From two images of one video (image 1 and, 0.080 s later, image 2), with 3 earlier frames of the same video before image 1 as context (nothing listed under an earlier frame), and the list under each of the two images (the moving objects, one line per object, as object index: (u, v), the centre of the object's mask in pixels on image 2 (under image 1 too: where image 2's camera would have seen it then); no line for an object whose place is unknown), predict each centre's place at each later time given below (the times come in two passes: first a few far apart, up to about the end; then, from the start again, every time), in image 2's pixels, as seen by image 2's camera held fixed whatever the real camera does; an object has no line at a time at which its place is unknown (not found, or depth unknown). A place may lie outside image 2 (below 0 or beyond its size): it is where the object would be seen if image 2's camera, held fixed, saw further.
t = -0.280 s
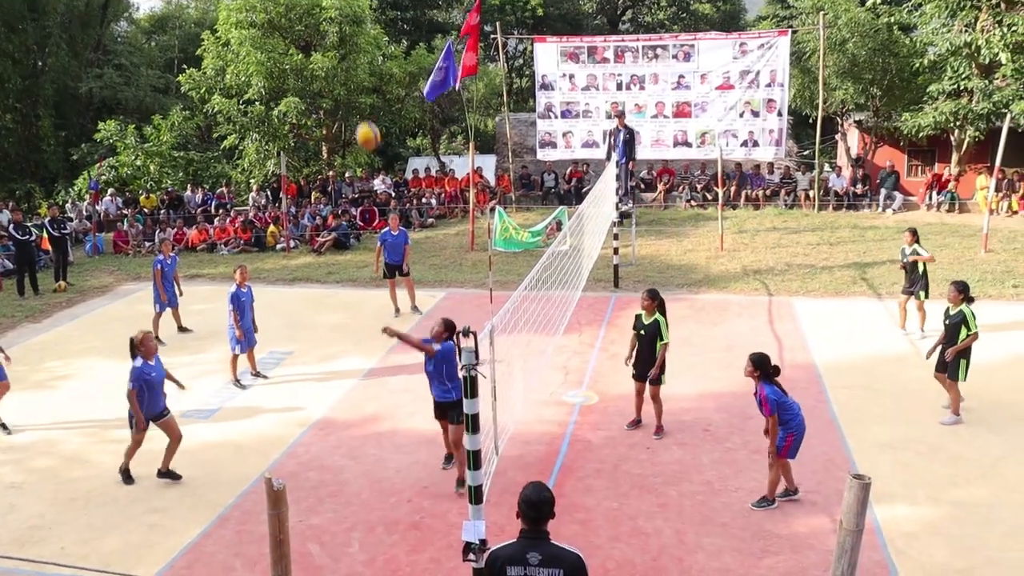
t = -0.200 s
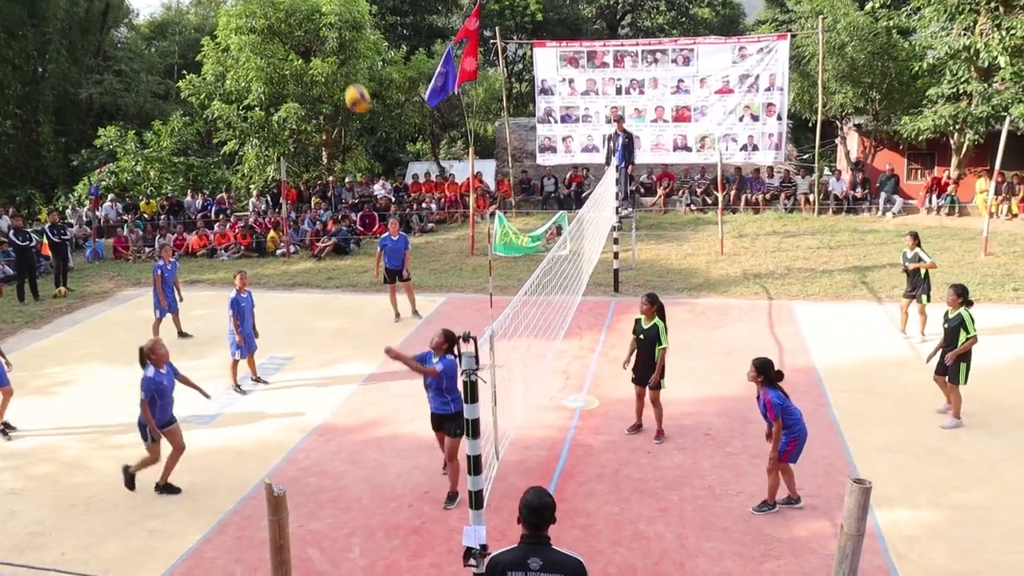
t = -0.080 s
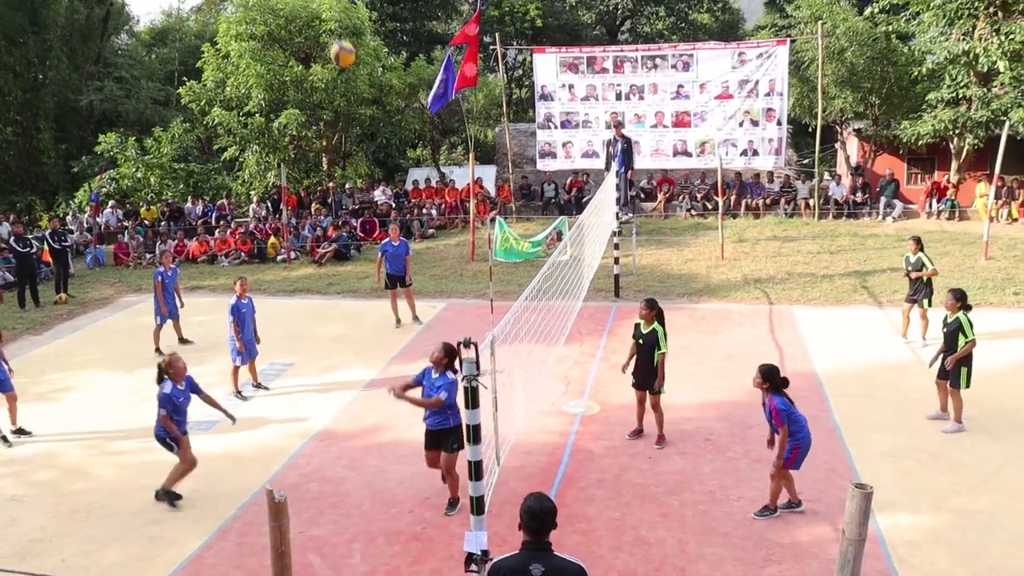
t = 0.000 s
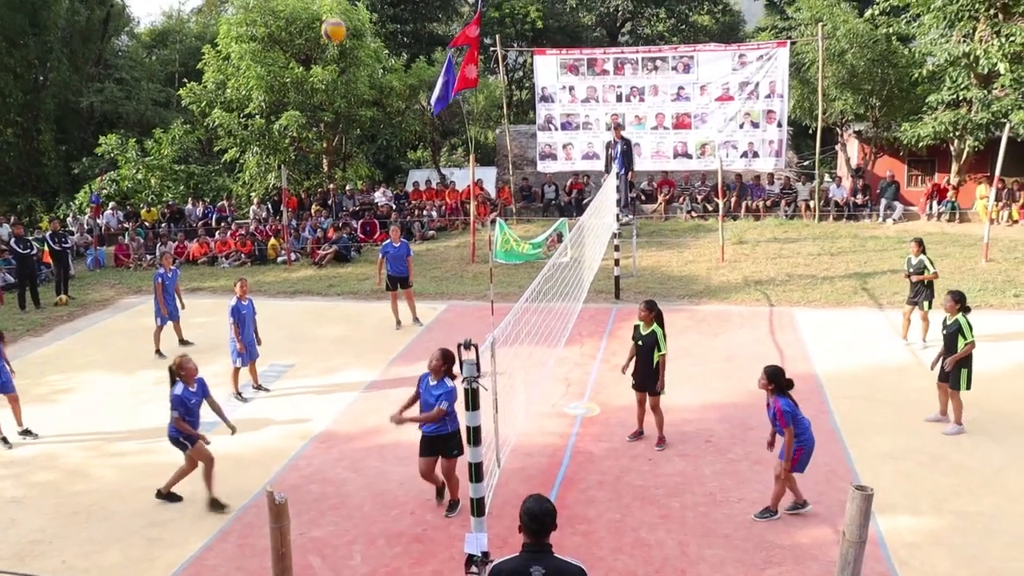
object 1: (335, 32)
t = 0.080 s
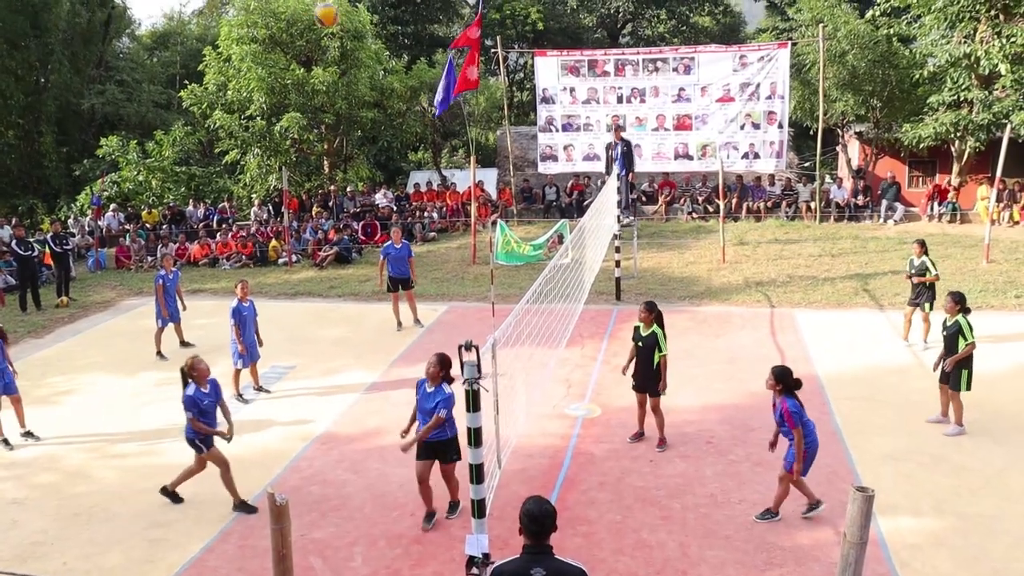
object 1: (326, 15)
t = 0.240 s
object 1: (310, 5)
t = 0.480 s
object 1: (290, 39)
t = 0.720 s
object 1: (276, 141)
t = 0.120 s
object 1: (322, 10)
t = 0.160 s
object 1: (319, 7)
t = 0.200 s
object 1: (314, 6)
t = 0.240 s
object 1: (310, 5)
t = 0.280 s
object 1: (307, 5)
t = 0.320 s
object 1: (303, 8)
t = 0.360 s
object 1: (299, 13)
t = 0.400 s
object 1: (296, 20)
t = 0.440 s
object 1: (293, 29)
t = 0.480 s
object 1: (290, 39)
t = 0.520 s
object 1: (287, 51)
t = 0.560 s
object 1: (284, 66)
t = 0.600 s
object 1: (282, 83)
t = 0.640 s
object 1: (280, 100)
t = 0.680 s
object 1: (277, 120)
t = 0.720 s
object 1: (276, 141)
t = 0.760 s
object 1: (275, 162)
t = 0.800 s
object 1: (273, 187)
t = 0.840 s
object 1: (272, 212)
